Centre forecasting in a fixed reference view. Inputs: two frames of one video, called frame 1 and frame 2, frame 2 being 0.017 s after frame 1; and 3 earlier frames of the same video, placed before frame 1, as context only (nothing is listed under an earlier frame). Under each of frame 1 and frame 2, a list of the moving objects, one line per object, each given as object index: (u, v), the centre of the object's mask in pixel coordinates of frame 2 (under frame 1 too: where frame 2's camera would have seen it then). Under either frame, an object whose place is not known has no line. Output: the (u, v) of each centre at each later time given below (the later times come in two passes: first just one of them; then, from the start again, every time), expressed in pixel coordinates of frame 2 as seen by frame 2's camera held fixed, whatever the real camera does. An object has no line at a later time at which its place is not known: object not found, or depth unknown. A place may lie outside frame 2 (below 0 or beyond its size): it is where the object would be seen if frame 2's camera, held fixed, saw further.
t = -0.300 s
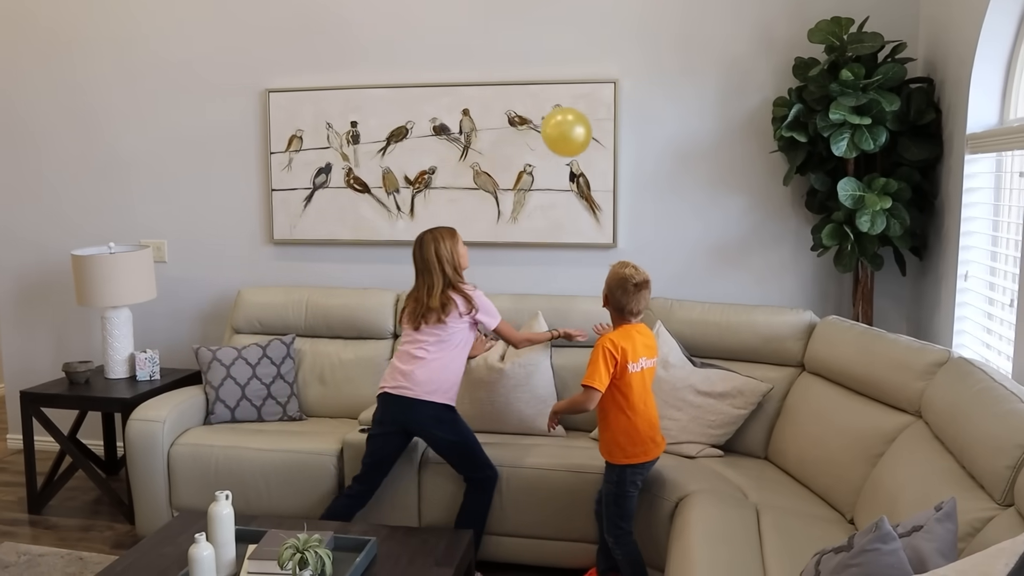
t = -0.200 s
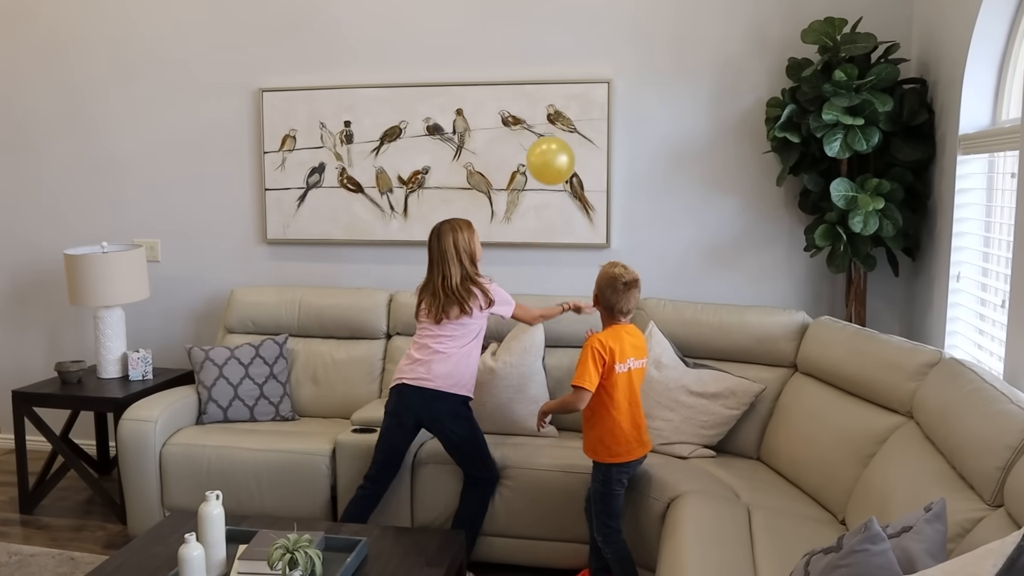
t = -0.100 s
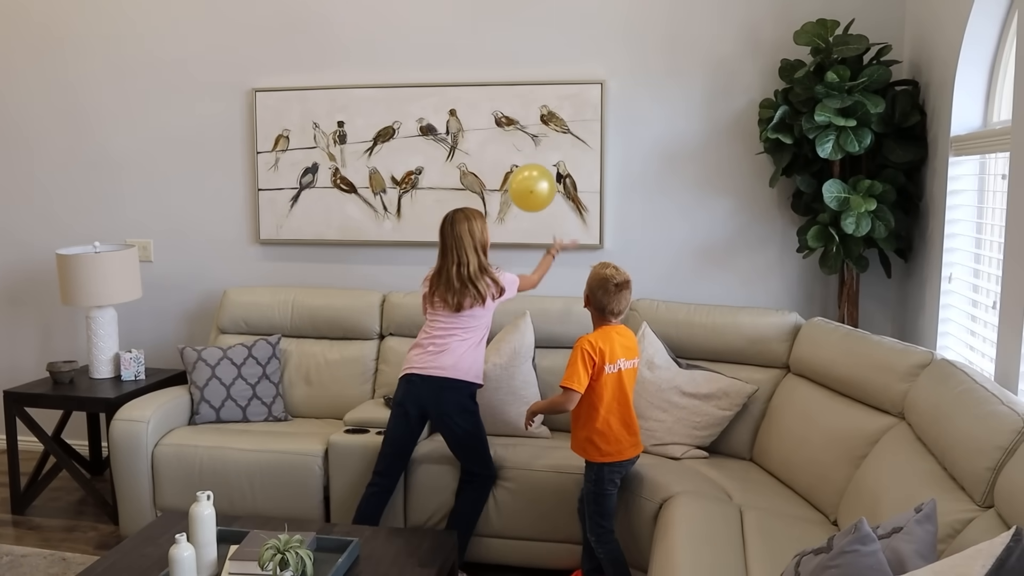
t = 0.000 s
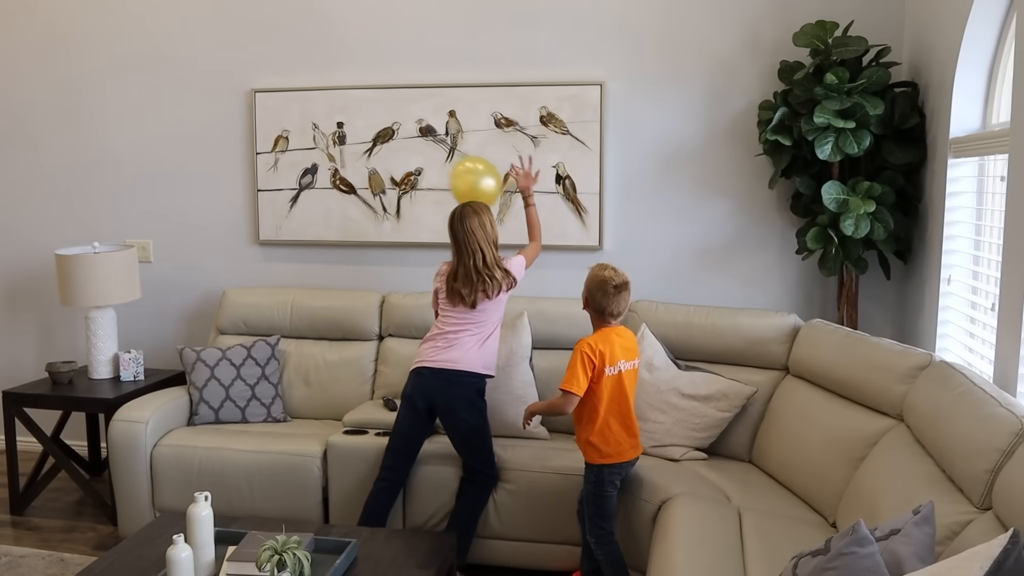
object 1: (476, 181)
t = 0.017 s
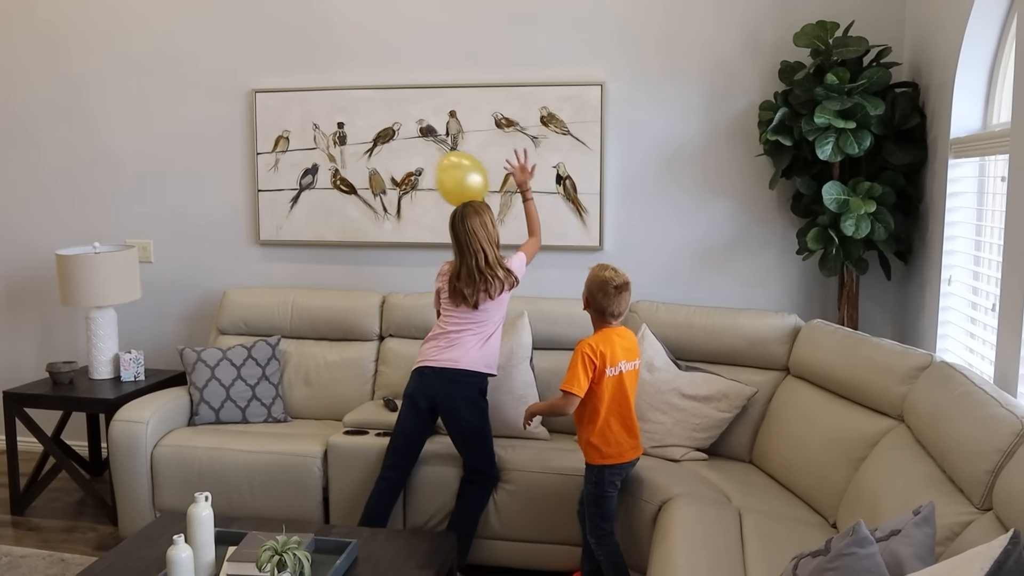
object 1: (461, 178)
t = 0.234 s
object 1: (326, 172)
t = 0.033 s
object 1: (447, 175)
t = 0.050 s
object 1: (434, 172)
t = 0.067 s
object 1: (421, 169)
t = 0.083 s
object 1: (409, 167)
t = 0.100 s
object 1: (397, 166)
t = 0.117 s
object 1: (386, 164)
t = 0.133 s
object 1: (375, 163)
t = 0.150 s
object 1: (365, 164)
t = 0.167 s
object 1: (356, 164)
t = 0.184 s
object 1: (347, 165)
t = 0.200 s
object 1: (339, 167)
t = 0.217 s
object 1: (332, 169)
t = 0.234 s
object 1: (326, 172)
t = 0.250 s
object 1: (319, 174)
